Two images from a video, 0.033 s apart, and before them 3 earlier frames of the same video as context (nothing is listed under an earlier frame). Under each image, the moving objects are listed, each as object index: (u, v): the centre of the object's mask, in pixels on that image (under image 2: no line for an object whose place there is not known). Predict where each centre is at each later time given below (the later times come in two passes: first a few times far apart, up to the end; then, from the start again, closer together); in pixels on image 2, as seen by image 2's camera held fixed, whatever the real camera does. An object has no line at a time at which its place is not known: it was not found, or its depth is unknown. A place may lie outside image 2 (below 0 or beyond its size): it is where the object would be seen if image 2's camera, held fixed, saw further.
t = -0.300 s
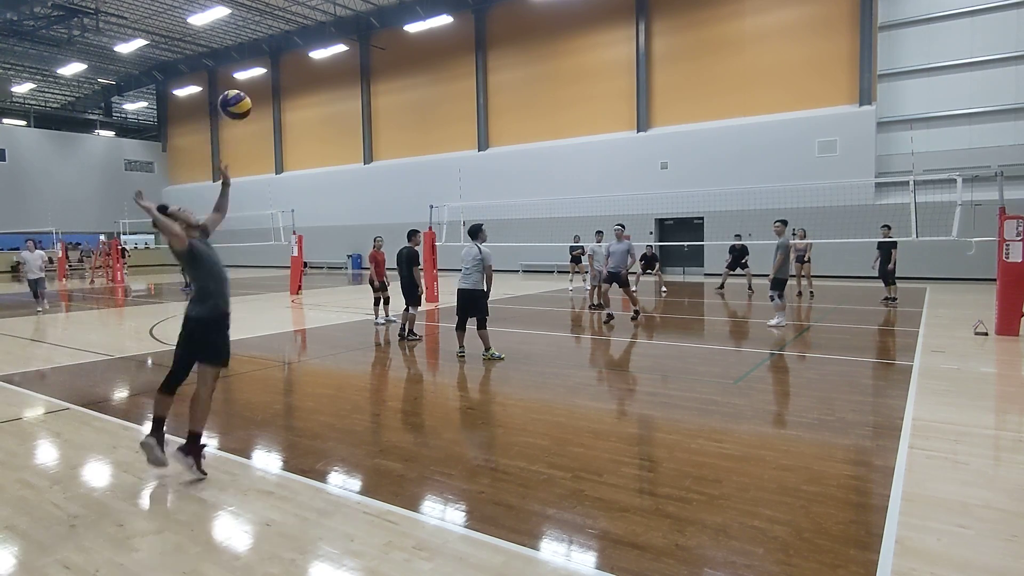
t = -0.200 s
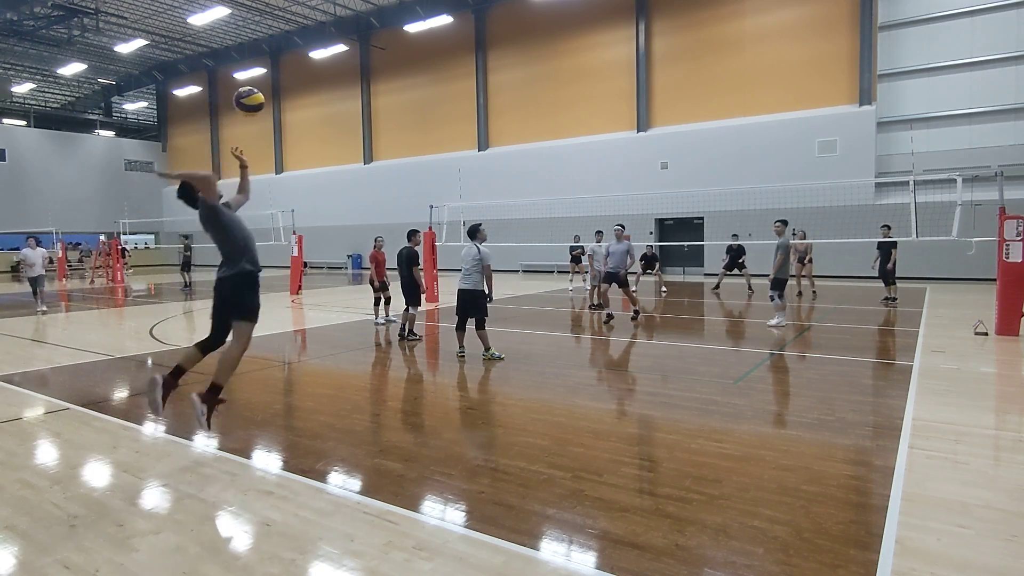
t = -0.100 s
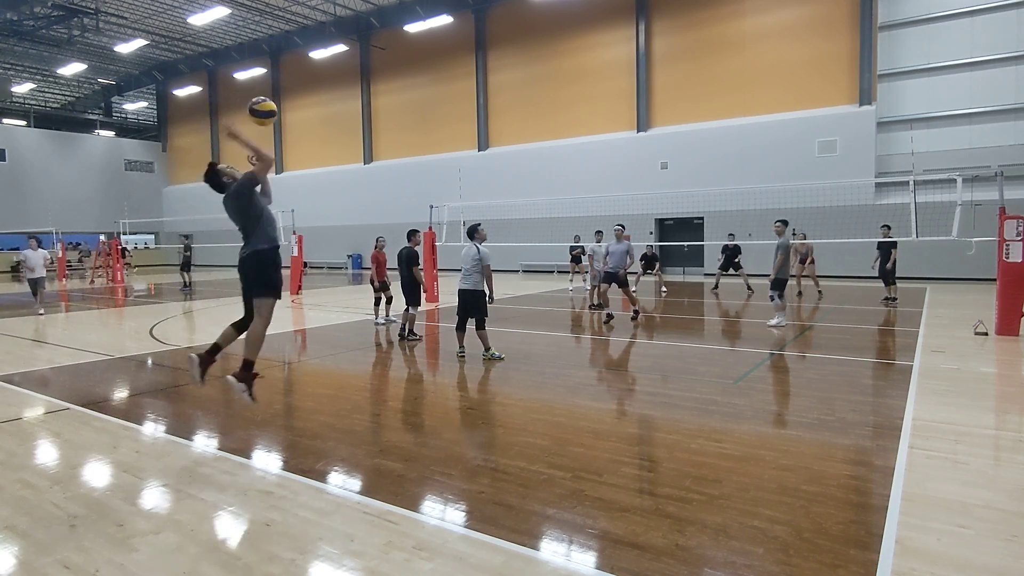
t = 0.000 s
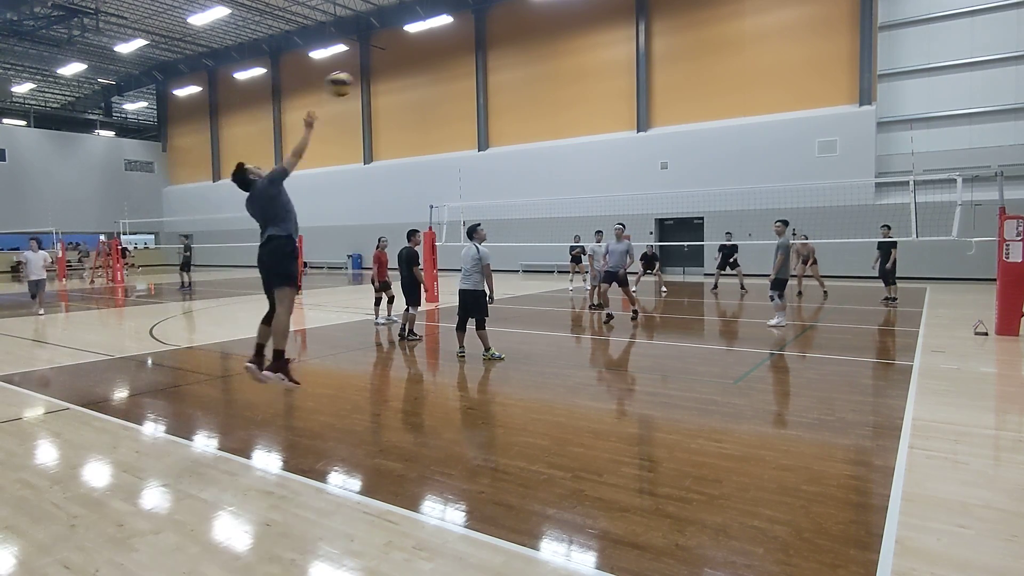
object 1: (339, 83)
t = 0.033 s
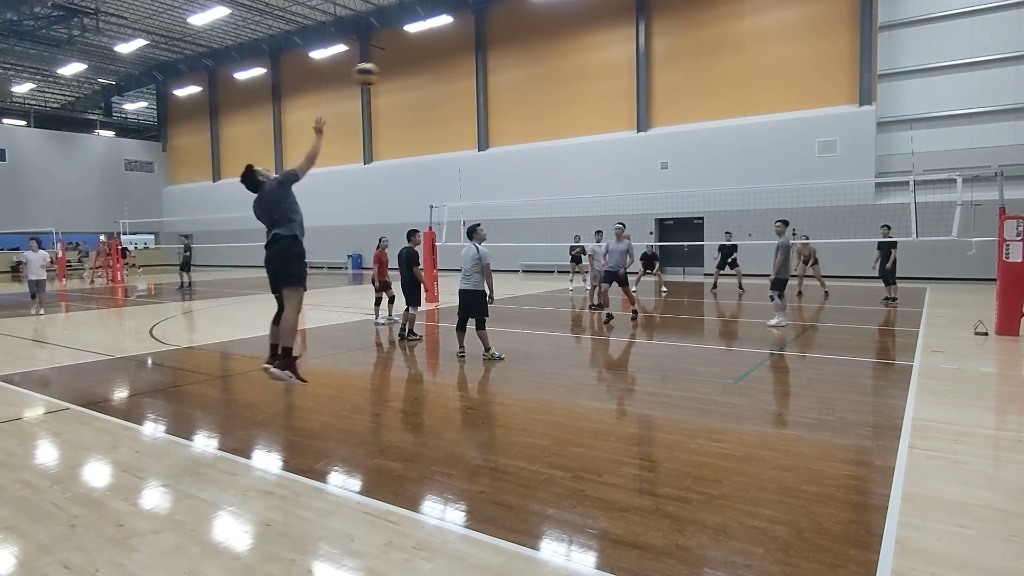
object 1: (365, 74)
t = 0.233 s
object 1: (480, 52)
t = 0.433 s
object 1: (549, 67)
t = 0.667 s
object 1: (602, 109)
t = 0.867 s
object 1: (632, 157)
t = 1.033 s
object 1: (652, 203)
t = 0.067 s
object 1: (390, 66)
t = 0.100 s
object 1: (411, 61)
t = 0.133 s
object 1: (430, 56)
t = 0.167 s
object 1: (448, 53)
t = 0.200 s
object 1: (465, 52)
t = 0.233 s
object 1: (480, 52)
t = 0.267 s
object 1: (493, 53)
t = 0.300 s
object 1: (506, 55)
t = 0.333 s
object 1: (518, 57)
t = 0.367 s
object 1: (529, 60)
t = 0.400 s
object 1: (539, 64)
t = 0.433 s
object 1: (549, 67)
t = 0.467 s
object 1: (558, 72)
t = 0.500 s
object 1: (567, 78)
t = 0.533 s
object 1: (574, 83)
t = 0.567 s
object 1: (582, 89)
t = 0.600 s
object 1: (589, 95)
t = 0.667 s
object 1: (602, 109)
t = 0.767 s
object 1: (618, 132)
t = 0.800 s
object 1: (623, 140)
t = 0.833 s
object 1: (628, 149)
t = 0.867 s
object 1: (632, 157)
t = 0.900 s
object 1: (636, 166)
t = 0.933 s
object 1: (640, 175)
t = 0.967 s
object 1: (644, 184)
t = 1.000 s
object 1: (648, 194)
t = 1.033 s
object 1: (652, 203)
